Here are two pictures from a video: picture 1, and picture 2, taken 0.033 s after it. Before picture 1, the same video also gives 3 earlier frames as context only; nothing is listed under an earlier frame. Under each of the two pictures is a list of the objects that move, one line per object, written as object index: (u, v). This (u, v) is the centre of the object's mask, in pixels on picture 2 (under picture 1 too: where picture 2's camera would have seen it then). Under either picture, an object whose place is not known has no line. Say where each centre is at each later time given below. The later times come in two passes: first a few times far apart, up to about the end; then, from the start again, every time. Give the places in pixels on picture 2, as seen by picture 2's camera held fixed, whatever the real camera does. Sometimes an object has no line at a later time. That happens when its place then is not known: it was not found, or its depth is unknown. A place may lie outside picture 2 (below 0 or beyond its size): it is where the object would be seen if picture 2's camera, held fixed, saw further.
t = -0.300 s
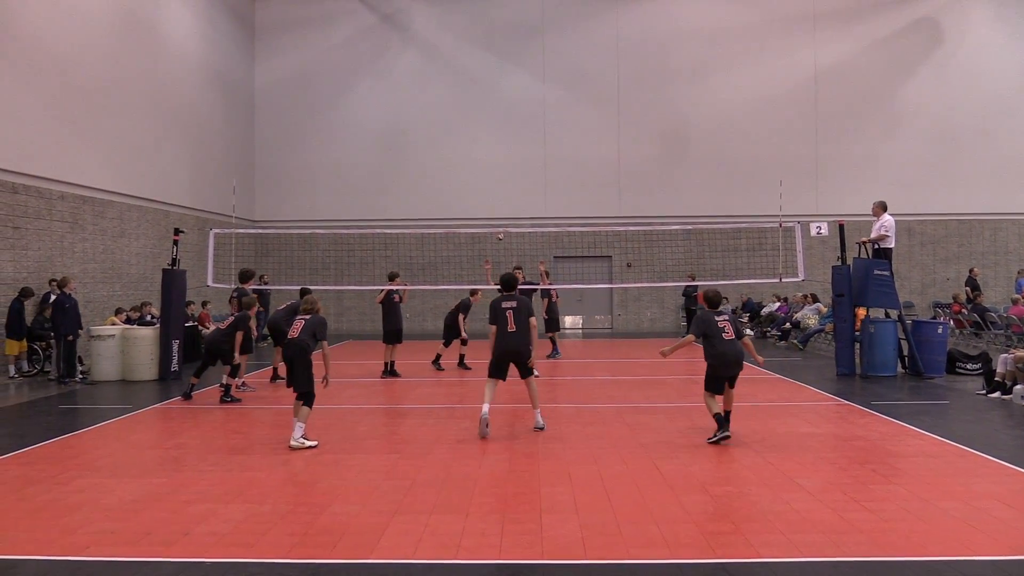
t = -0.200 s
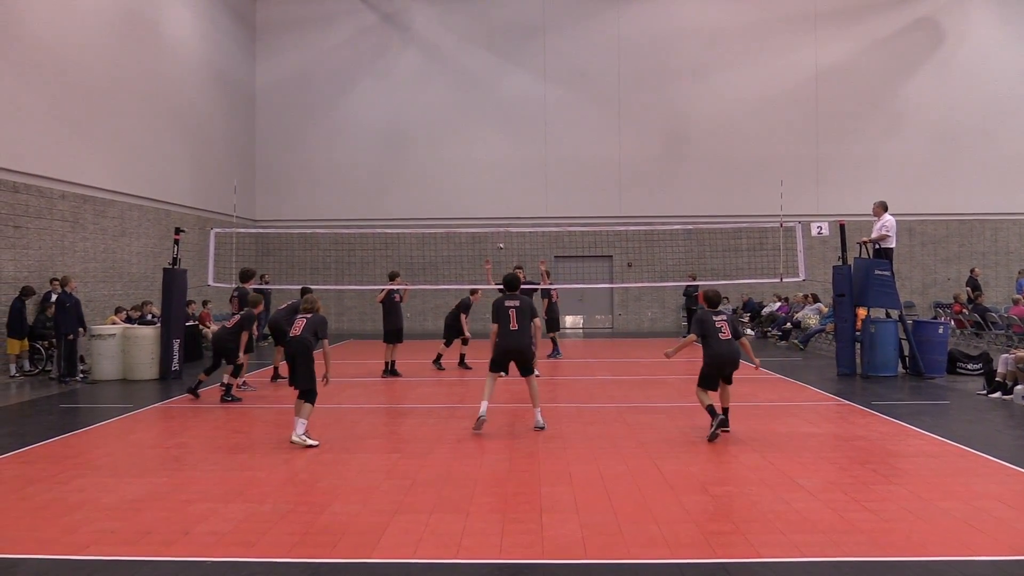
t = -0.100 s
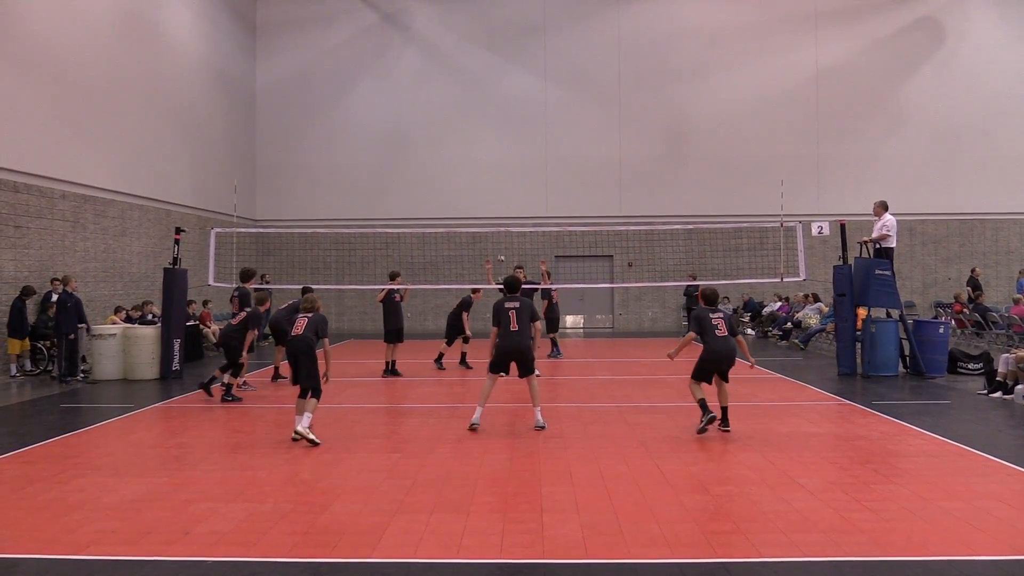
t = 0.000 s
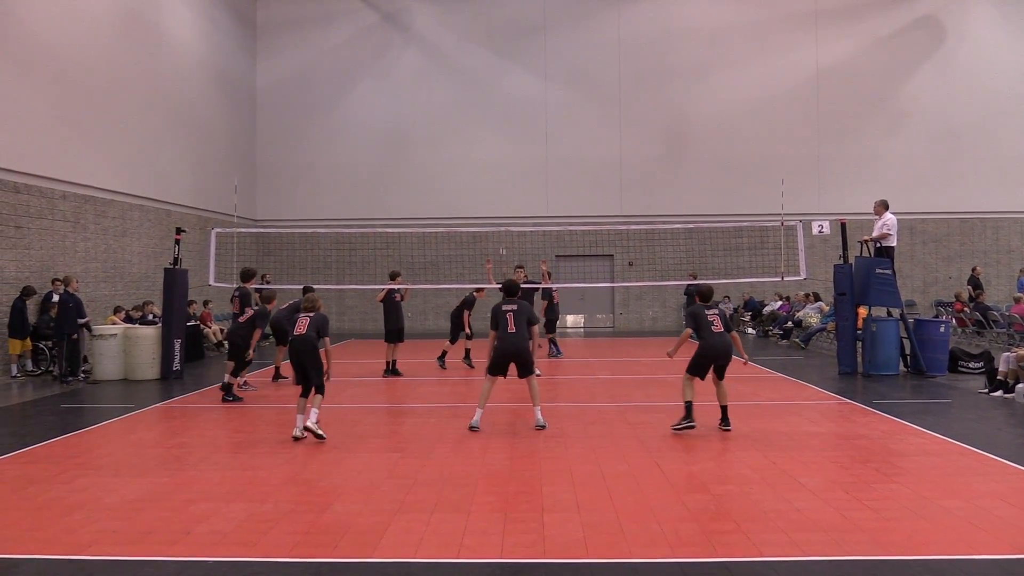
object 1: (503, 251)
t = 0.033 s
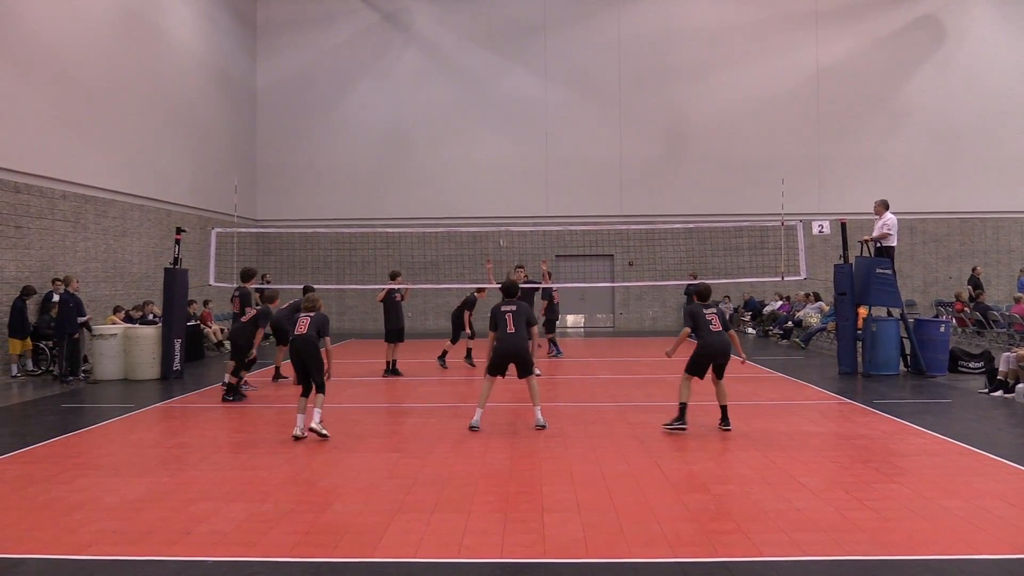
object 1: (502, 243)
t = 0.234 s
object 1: (505, 196)
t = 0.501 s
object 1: (514, 149)
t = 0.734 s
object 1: (529, 126)
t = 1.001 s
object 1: (550, 130)
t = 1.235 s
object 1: (578, 182)
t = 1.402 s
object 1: (607, 264)
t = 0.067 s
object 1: (502, 234)
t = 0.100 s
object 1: (502, 225)
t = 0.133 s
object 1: (504, 218)
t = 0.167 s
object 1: (504, 211)
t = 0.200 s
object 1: (505, 203)
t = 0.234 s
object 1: (505, 196)
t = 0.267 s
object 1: (506, 189)
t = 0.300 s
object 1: (507, 182)
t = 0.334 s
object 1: (508, 176)
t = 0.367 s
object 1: (509, 170)
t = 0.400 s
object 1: (511, 164)
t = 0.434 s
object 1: (512, 159)
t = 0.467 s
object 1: (513, 154)
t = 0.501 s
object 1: (514, 149)
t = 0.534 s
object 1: (516, 145)
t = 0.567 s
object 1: (518, 141)
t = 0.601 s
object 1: (520, 137)
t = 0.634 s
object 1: (522, 133)
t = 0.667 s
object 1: (524, 131)
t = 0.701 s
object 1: (527, 128)
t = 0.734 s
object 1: (529, 126)
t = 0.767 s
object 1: (531, 124)
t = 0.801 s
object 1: (533, 124)
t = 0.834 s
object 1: (536, 123)
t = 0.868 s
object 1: (538, 123)
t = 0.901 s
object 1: (541, 124)
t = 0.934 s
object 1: (544, 125)
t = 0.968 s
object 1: (547, 127)
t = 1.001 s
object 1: (550, 130)
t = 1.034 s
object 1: (554, 134)
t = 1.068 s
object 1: (557, 139)
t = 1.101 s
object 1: (561, 145)
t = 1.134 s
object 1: (565, 152)
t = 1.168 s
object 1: (569, 161)
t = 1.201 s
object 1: (573, 171)
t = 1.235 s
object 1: (578, 182)
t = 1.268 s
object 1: (583, 195)
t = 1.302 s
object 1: (588, 209)
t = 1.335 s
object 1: (595, 226)
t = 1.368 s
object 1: (601, 244)
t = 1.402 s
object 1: (607, 264)
